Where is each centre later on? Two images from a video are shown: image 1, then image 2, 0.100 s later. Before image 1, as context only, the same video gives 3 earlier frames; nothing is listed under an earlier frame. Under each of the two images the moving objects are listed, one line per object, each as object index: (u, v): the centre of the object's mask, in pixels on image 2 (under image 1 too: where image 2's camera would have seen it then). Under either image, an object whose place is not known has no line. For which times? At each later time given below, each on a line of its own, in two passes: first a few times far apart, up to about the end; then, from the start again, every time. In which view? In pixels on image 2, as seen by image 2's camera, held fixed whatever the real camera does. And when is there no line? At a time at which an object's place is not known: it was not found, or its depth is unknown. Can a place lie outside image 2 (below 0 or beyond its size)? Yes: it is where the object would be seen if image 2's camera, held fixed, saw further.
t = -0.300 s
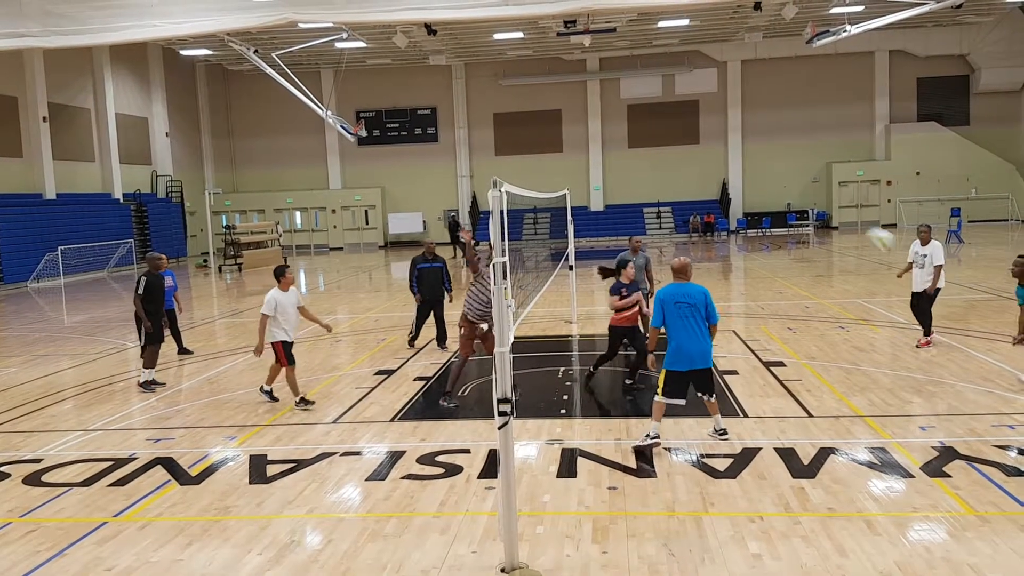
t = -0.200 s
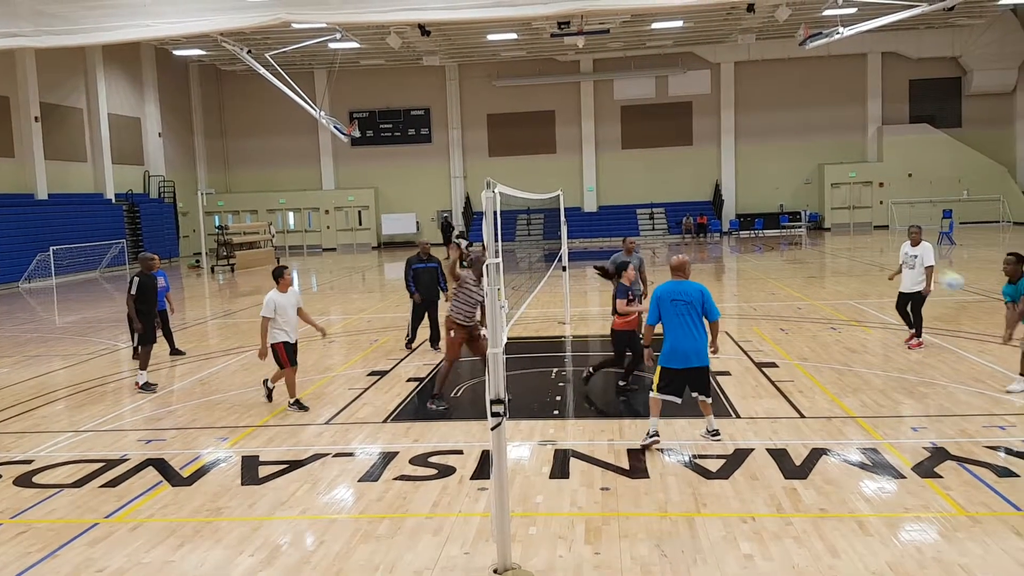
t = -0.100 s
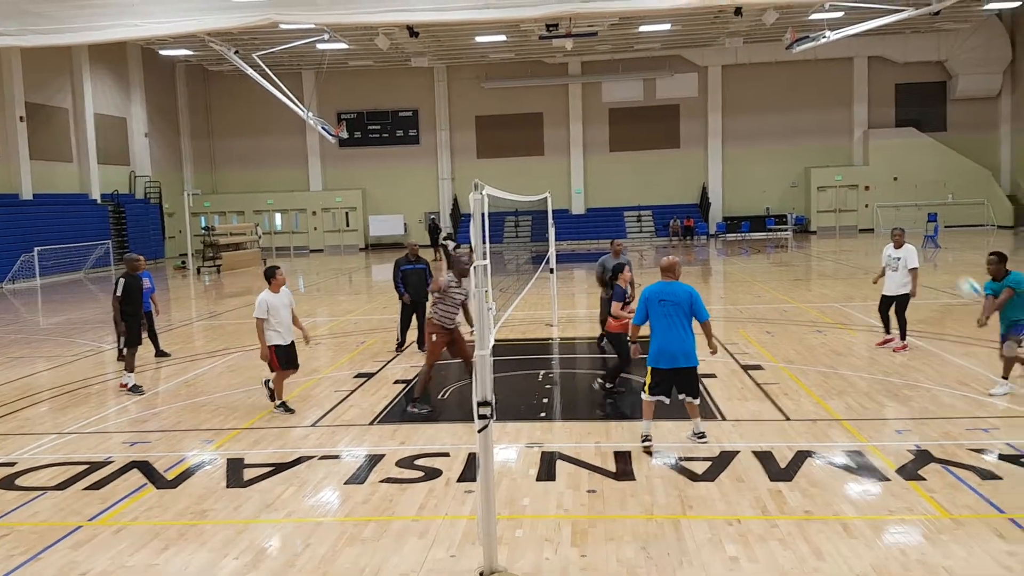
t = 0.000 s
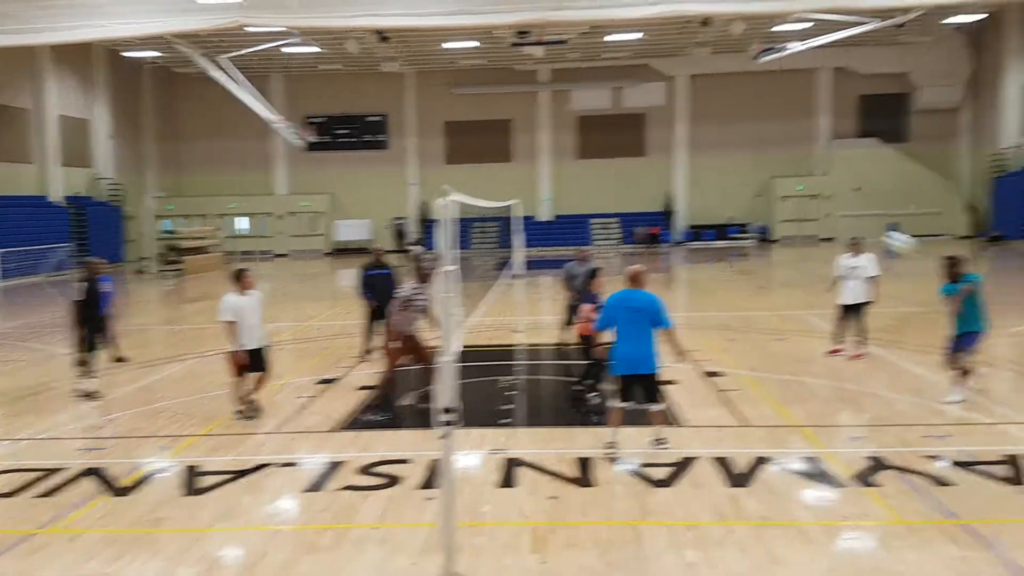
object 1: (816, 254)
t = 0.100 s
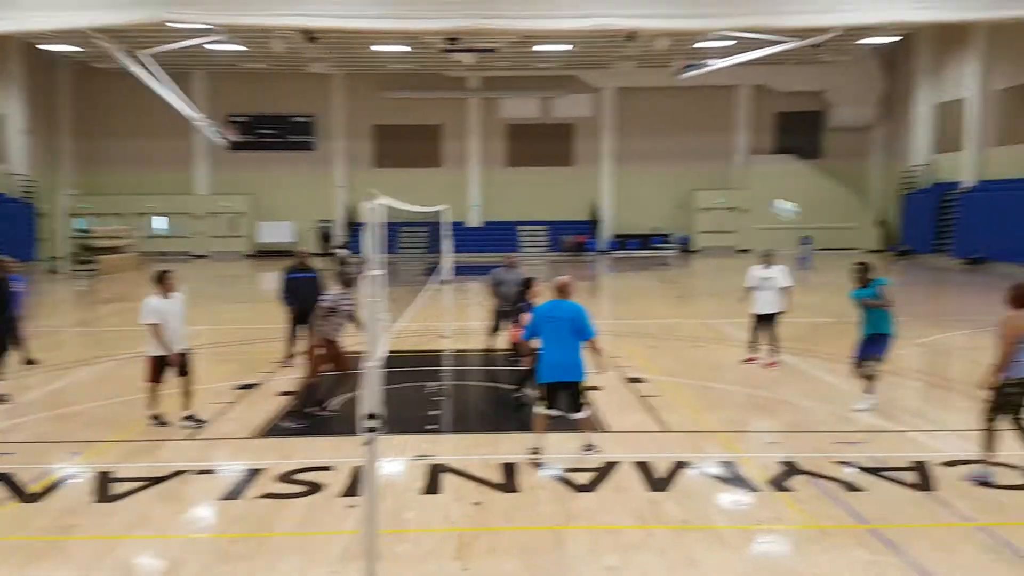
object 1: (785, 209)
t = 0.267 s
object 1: (748, 157)
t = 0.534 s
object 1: (683, 123)
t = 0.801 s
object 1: (624, 146)
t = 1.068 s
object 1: (572, 221)
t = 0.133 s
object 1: (777, 197)
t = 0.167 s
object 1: (771, 185)
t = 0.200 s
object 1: (764, 173)
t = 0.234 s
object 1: (755, 165)
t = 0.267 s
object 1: (748, 157)
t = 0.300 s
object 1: (739, 150)
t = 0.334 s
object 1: (729, 143)
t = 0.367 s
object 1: (721, 137)
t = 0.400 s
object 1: (714, 132)
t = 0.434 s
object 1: (706, 128)
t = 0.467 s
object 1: (698, 126)
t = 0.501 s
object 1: (690, 124)
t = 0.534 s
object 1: (683, 123)
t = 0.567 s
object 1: (675, 123)
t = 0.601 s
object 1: (668, 123)
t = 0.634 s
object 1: (660, 125)
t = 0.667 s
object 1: (653, 128)
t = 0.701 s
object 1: (646, 131)
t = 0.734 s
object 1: (639, 135)
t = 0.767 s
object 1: (632, 140)
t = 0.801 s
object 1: (624, 146)
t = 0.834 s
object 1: (618, 153)
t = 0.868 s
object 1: (611, 159)
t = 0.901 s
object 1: (604, 168)
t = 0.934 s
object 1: (597, 177)
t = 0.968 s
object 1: (591, 186)
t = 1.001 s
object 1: (586, 197)
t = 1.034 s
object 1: (578, 209)
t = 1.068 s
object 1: (572, 221)
